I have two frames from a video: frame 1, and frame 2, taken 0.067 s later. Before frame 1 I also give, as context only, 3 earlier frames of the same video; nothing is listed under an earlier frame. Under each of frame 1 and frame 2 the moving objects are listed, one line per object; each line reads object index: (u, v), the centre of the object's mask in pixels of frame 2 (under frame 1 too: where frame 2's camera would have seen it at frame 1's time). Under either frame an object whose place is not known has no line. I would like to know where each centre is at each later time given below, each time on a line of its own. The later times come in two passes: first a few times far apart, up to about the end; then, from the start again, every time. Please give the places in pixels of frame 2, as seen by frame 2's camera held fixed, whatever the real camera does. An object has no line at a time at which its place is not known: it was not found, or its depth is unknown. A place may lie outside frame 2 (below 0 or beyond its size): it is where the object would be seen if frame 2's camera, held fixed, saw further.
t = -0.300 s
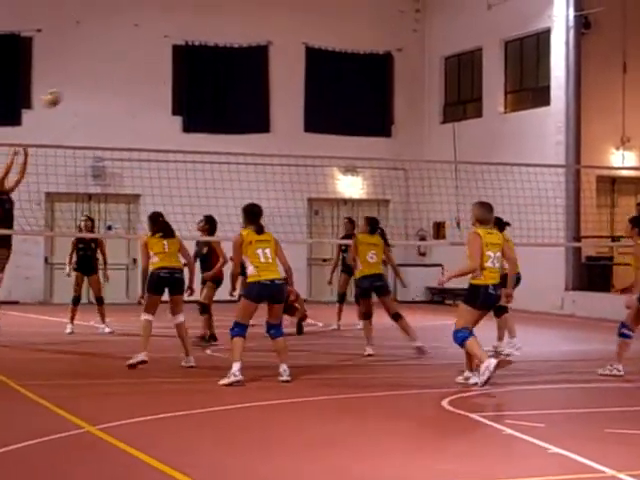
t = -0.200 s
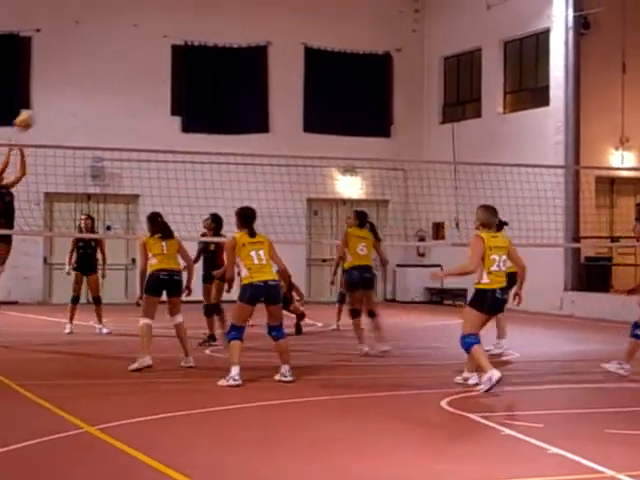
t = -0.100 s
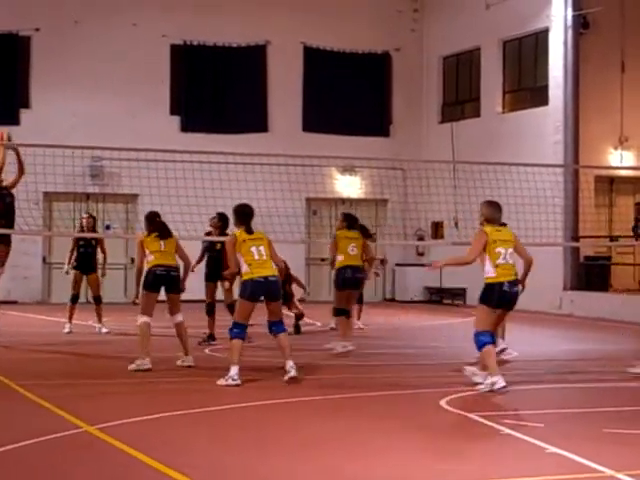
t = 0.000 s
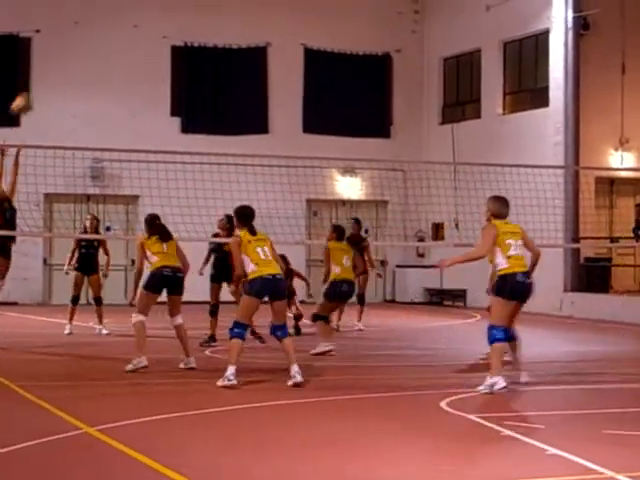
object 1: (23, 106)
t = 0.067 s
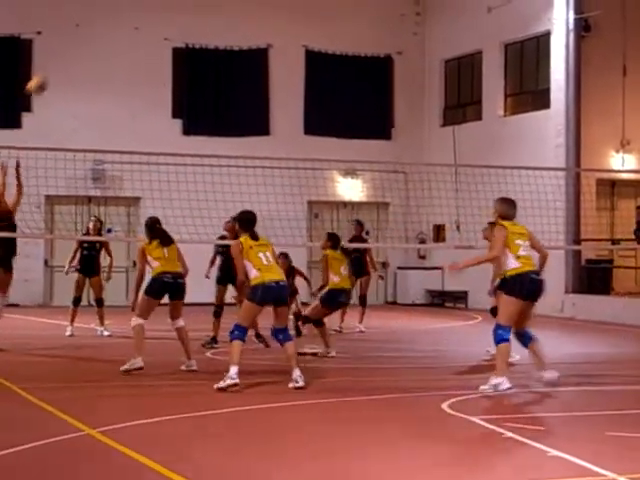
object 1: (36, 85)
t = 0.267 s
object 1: (79, 44)
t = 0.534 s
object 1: (137, 42)
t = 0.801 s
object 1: (197, 107)
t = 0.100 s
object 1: (44, 76)
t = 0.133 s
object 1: (51, 68)
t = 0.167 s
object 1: (58, 60)
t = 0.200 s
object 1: (65, 54)
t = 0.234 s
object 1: (72, 48)
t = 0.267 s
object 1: (79, 44)
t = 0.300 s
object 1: (86, 40)
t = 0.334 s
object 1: (93, 38)
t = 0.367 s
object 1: (101, 36)
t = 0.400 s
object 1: (107, 35)
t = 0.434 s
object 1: (114, 35)
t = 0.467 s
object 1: (122, 37)
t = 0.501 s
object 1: (130, 39)
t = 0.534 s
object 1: (137, 42)
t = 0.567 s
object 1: (144, 46)
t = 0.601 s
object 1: (151, 51)
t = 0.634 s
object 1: (158, 58)
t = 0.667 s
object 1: (168, 66)
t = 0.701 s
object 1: (175, 74)
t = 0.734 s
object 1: (182, 85)
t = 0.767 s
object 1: (189, 95)
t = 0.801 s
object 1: (197, 107)
